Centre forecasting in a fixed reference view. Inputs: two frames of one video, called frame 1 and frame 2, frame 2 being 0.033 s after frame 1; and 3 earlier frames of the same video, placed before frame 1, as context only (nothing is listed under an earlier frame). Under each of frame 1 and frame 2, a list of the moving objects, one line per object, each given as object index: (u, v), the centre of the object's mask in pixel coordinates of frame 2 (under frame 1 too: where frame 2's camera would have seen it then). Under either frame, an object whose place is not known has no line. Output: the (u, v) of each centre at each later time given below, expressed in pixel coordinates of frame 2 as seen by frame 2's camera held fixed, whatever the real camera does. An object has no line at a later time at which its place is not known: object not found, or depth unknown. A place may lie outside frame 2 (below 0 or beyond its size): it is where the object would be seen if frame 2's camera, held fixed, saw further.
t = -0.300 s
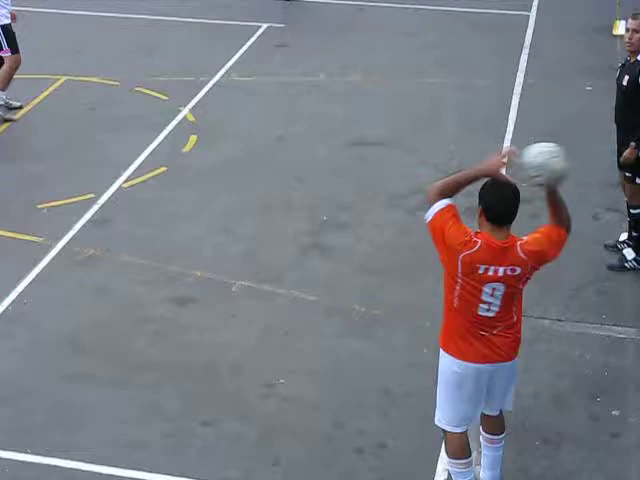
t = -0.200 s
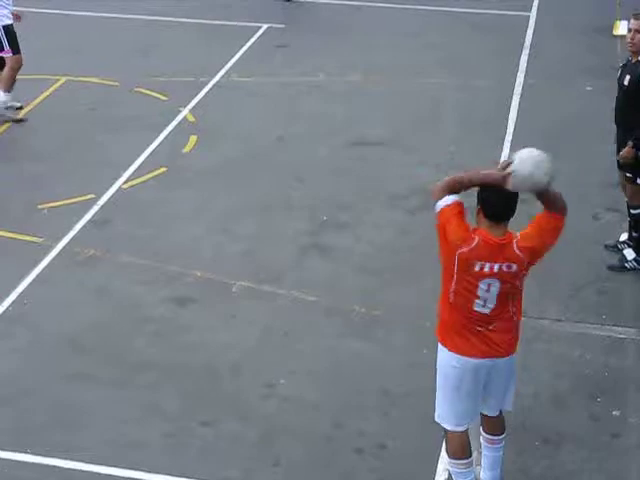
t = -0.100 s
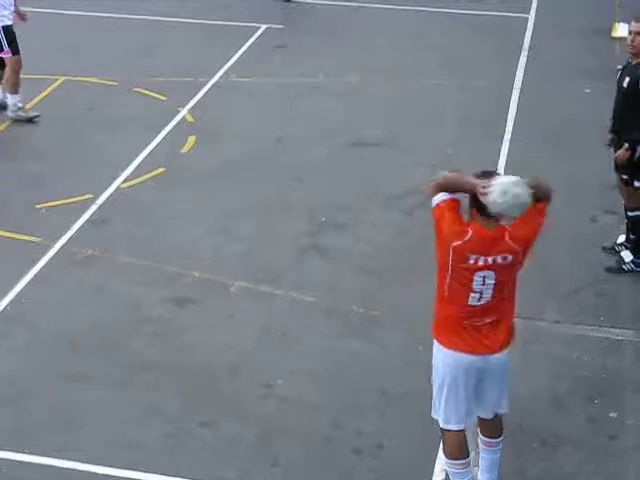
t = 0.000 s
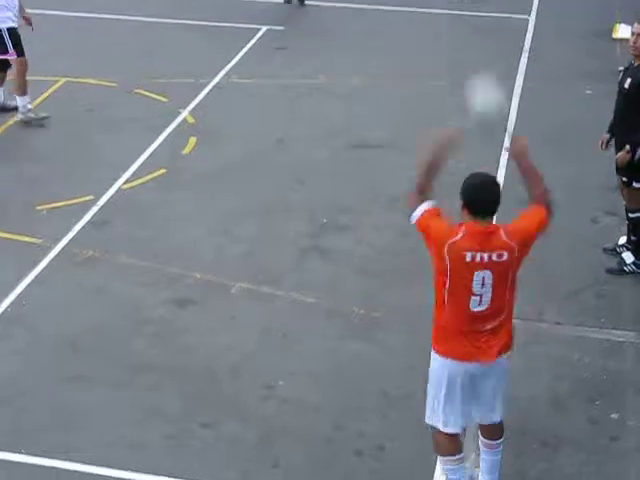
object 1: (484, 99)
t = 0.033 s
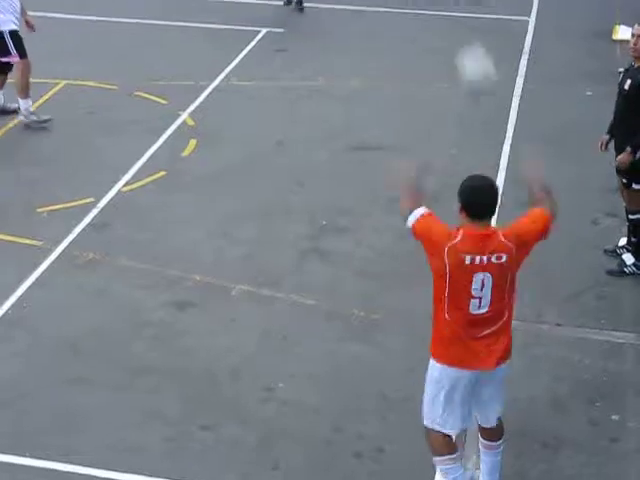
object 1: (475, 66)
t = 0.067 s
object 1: (466, 39)
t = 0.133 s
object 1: (451, 1)
